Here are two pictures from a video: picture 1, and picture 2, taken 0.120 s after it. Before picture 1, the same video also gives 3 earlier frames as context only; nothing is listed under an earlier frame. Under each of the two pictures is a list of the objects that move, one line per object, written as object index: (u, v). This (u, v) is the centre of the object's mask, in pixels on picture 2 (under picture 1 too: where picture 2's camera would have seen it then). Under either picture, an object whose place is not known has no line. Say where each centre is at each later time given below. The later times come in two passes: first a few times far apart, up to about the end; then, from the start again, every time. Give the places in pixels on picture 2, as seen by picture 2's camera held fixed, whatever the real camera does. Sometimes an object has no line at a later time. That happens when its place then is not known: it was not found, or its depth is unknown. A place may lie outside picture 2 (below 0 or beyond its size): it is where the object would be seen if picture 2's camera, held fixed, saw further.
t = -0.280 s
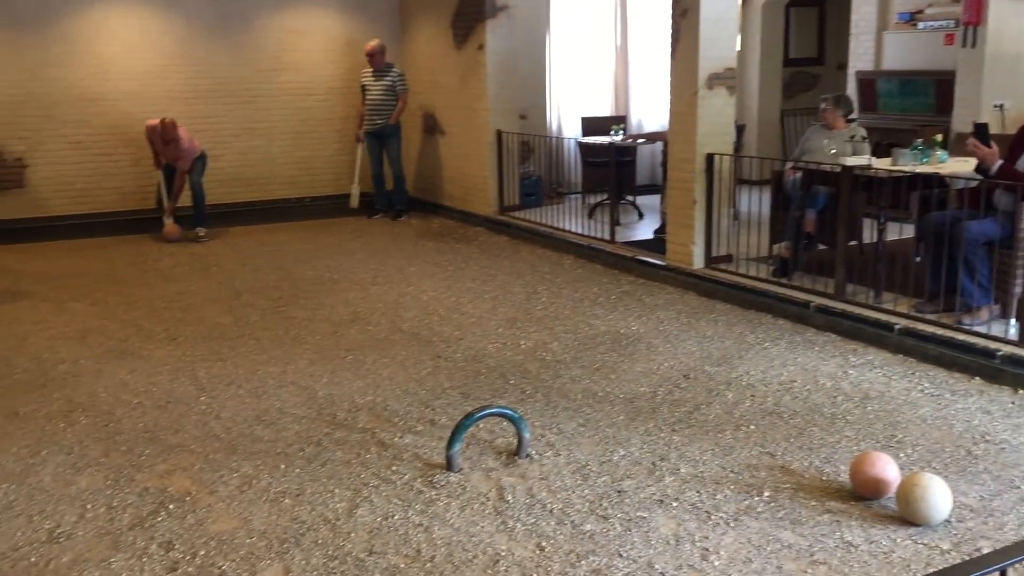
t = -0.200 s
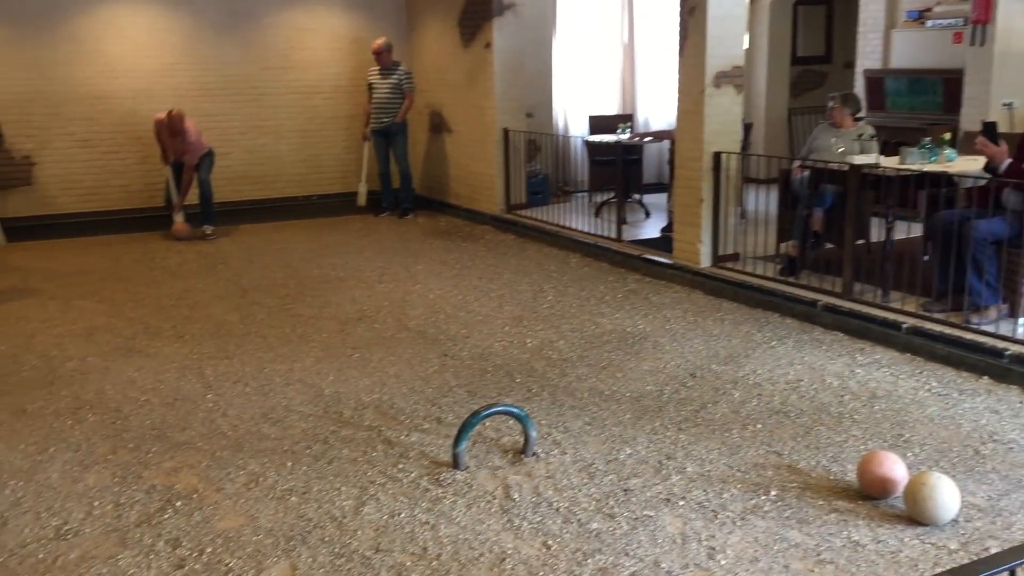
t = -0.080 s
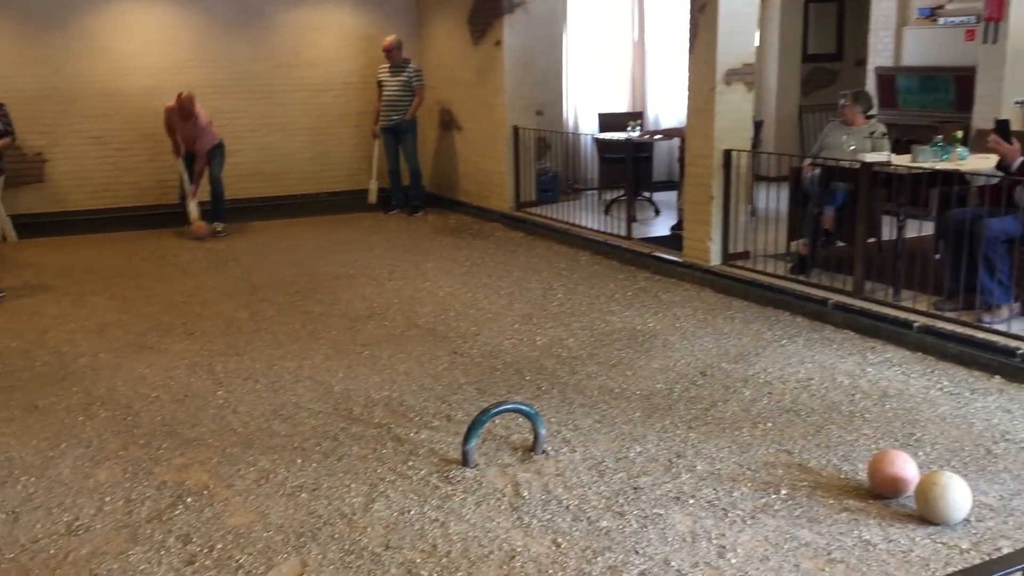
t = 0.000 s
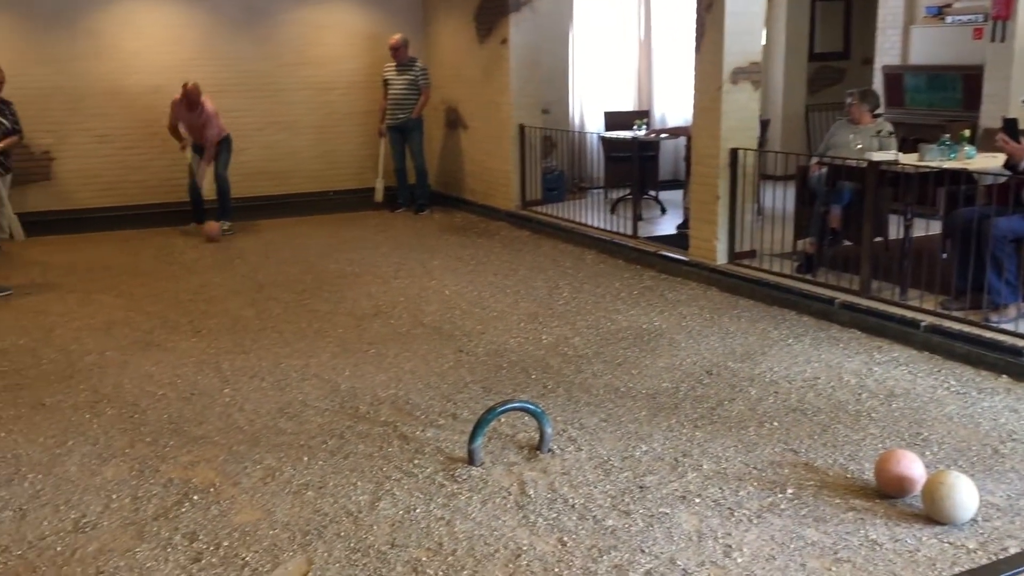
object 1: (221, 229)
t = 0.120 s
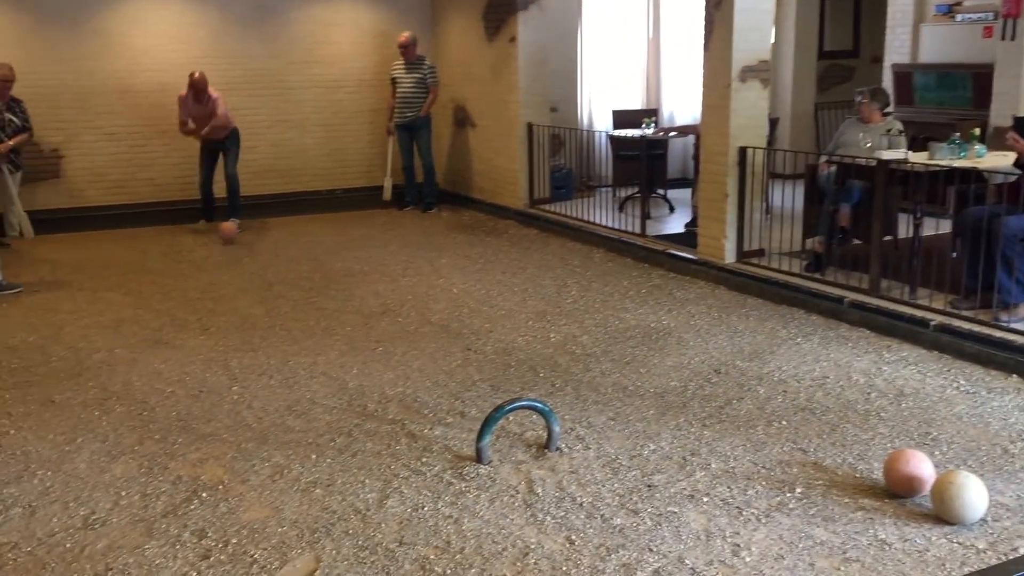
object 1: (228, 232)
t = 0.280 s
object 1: (241, 240)
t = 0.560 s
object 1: (263, 252)
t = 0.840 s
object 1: (287, 264)
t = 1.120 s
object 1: (312, 277)
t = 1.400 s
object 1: (339, 290)
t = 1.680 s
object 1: (363, 305)
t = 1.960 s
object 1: (388, 319)
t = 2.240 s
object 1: (416, 335)
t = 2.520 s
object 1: (442, 351)
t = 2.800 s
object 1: (466, 368)
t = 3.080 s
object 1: (490, 384)
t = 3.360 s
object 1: (509, 391)
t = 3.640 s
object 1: (529, 415)
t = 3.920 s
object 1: (539, 422)
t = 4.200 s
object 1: (530, 426)
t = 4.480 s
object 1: (526, 425)
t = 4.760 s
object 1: (529, 426)
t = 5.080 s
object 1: (529, 426)
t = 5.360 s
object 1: (529, 425)
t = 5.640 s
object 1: (529, 426)
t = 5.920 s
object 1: (529, 426)
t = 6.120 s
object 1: (529, 426)
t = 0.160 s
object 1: (231, 234)
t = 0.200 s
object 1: (234, 236)
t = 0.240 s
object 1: (238, 238)
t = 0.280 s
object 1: (241, 240)
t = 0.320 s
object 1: (244, 242)
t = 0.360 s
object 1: (247, 244)
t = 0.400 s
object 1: (248, 244)
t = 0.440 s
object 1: (251, 246)
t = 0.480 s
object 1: (256, 248)
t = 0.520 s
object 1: (259, 249)
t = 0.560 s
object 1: (263, 252)
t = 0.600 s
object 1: (267, 254)
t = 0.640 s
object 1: (270, 256)
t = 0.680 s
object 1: (273, 257)
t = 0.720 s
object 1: (276, 259)
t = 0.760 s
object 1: (280, 260)
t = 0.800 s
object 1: (283, 262)
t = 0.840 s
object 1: (287, 264)
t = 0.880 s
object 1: (290, 265)
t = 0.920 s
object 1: (292, 267)
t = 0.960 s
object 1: (296, 269)
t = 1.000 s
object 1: (300, 271)
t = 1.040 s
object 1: (304, 273)
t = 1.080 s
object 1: (308, 275)
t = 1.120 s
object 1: (312, 277)
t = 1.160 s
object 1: (316, 279)
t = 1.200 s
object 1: (319, 280)
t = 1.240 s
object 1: (323, 282)
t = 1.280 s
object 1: (327, 285)
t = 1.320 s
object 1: (331, 287)
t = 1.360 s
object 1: (335, 289)
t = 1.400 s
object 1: (339, 290)
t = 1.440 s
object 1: (343, 293)
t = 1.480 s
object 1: (346, 295)
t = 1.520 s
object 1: (349, 297)
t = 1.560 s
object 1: (353, 299)
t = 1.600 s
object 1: (357, 300)
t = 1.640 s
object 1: (360, 303)
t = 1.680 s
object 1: (363, 305)
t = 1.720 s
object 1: (366, 306)
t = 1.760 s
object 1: (370, 309)
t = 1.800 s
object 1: (373, 311)
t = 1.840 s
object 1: (376, 312)
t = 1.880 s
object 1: (381, 314)
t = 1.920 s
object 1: (384, 318)
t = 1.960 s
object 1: (388, 319)
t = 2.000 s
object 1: (391, 321)
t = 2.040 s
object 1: (396, 323)
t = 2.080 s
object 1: (400, 326)
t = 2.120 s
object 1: (404, 328)
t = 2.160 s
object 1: (408, 330)
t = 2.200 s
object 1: (412, 332)
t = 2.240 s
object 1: (416, 335)
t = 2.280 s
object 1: (420, 337)
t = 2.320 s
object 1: (423, 339)
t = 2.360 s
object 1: (428, 341)
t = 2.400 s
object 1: (431, 344)
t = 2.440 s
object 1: (435, 346)
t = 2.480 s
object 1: (438, 349)
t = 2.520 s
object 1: (442, 351)
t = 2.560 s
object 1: (445, 354)
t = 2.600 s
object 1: (450, 357)
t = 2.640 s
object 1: (453, 358)
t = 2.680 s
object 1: (457, 361)
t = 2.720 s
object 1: (459, 362)
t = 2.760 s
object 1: (463, 366)
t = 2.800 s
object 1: (466, 368)
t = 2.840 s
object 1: (470, 370)
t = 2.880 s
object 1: (473, 373)
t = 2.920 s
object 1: (476, 376)
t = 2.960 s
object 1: (479, 377)
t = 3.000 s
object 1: (484, 380)
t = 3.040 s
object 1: (487, 382)
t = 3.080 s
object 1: (490, 384)
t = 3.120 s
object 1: (493, 386)
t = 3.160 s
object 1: (496, 387)
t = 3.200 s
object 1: (499, 389)
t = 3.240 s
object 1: (502, 390)
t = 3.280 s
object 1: (505, 390)
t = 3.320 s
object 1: (507, 390)
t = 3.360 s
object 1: (509, 391)
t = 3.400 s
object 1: (514, 397)
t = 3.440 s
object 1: (515, 399)
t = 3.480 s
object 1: (519, 393)
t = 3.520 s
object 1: (523, 409)
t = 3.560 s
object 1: (525, 410)
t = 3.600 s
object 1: (527, 415)
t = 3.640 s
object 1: (529, 415)
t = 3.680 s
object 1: (531, 416)
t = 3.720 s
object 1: (533, 419)
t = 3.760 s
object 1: (535, 421)
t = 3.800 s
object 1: (537, 421)
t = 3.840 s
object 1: (538, 422)
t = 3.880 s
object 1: (539, 423)
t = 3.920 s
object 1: (539, 422)
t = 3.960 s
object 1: (538, 422)
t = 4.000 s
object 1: (537, 423)
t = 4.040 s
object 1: (536, 423)
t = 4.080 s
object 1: (532, 426)
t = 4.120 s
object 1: (532, 426)
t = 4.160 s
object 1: (532, 426)
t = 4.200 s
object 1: (530, 426)
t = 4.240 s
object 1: (530, 426)
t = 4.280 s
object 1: (529, 426)
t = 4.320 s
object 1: (529, 426)
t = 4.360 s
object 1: (527, 425)
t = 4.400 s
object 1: (527, 425)
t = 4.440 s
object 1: (526, 425)
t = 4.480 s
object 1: (526, 425)
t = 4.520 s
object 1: (527, 425)
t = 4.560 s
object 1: (528, 425)
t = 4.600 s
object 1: (528, 425)
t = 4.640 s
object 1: (528, 425)
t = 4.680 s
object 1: (529, 425)
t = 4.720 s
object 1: (529, 425)
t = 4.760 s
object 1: (529, 426)
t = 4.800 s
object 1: (529, 425)
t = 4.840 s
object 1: (529, 426)
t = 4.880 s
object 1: (529, 426)
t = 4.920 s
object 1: (529, 426)
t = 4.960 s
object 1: (529, 425)
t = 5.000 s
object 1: (529, 426)
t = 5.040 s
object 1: (529, 426)
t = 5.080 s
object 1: (529, 426)
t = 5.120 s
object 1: (529, 426)
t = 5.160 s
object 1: (529, 426)
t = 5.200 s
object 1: (529, 426)
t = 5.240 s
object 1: (529, 426)
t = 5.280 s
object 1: (529, 426)
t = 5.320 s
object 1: (529, 426)
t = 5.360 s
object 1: (529, 425)
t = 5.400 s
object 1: (529, 426)
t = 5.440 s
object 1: (529, 426)
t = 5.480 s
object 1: (529, 426)
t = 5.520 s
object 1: (529, 426)
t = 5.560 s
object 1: (529, 426)
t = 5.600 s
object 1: (529, 426)
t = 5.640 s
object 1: (529, 426)
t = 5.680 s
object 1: (529, 426)
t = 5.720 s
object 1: (529, 426)
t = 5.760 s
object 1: (529, 426)
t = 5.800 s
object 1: (529, 426)
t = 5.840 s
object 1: (529, 426)
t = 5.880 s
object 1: (529, 426)
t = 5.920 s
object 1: (529, 426)
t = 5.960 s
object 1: (529, 426)
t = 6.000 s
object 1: (529, 426)
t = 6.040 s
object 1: (529, 426)
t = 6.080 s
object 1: (529, 426)
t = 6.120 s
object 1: (529, 426)
